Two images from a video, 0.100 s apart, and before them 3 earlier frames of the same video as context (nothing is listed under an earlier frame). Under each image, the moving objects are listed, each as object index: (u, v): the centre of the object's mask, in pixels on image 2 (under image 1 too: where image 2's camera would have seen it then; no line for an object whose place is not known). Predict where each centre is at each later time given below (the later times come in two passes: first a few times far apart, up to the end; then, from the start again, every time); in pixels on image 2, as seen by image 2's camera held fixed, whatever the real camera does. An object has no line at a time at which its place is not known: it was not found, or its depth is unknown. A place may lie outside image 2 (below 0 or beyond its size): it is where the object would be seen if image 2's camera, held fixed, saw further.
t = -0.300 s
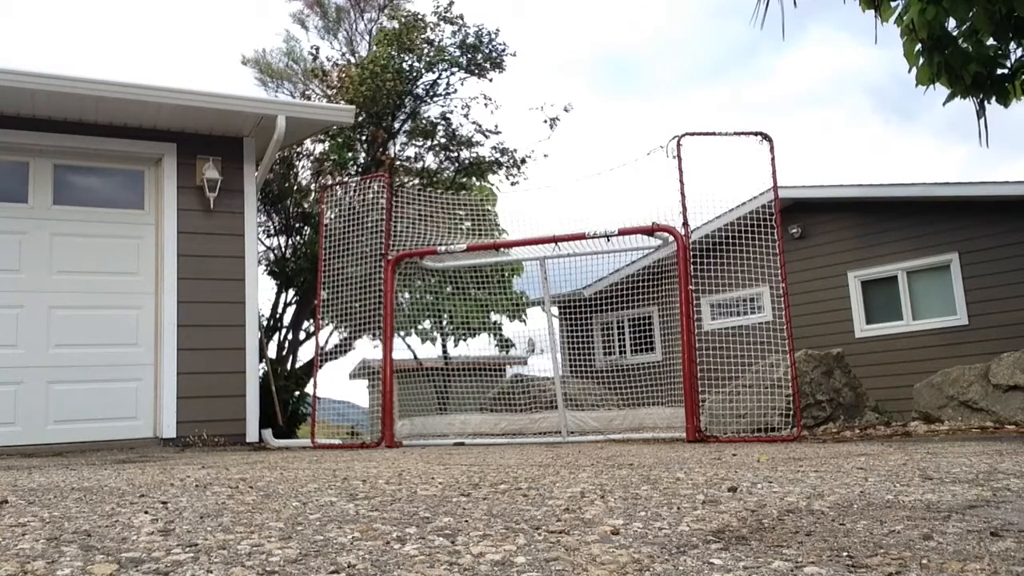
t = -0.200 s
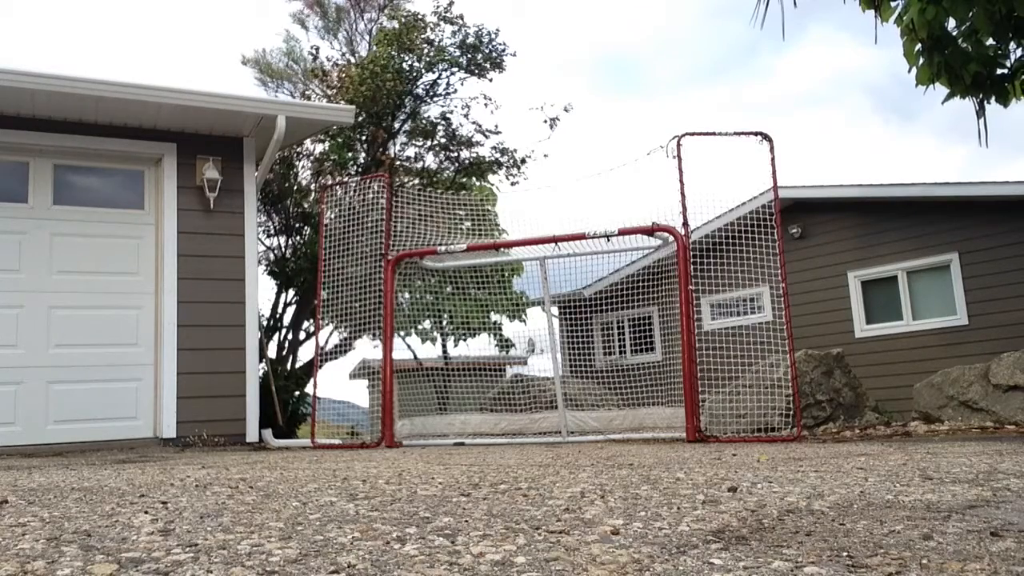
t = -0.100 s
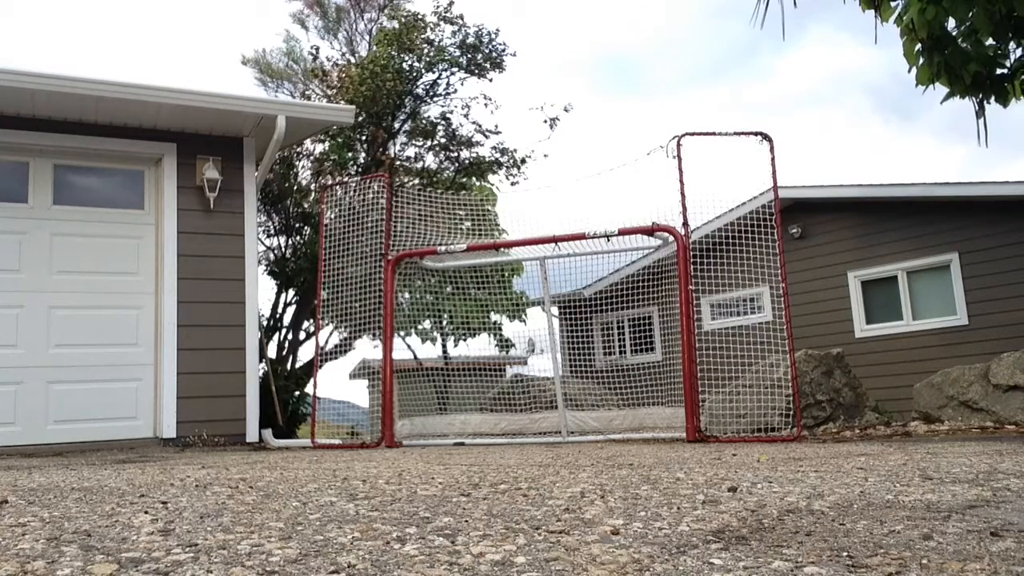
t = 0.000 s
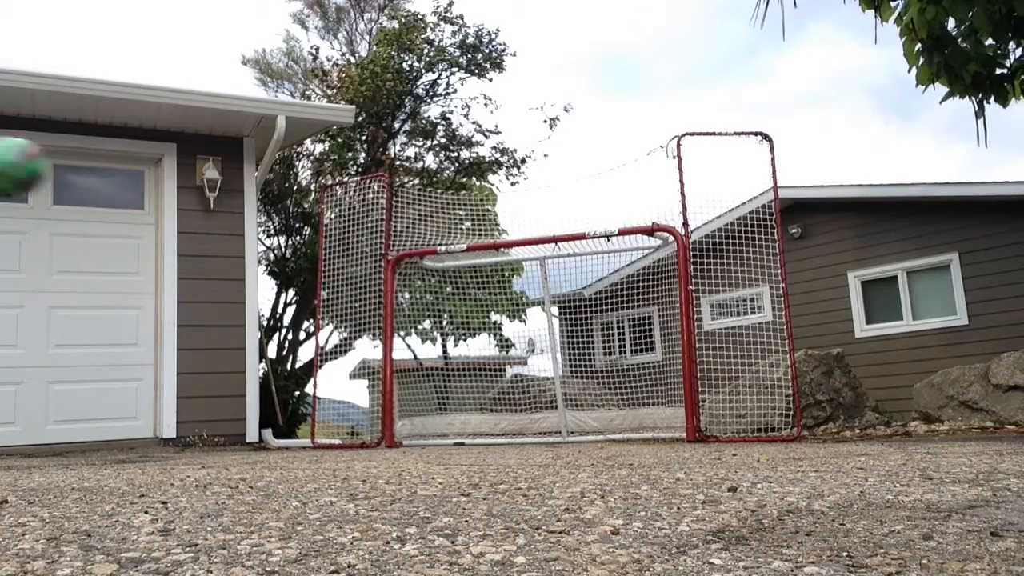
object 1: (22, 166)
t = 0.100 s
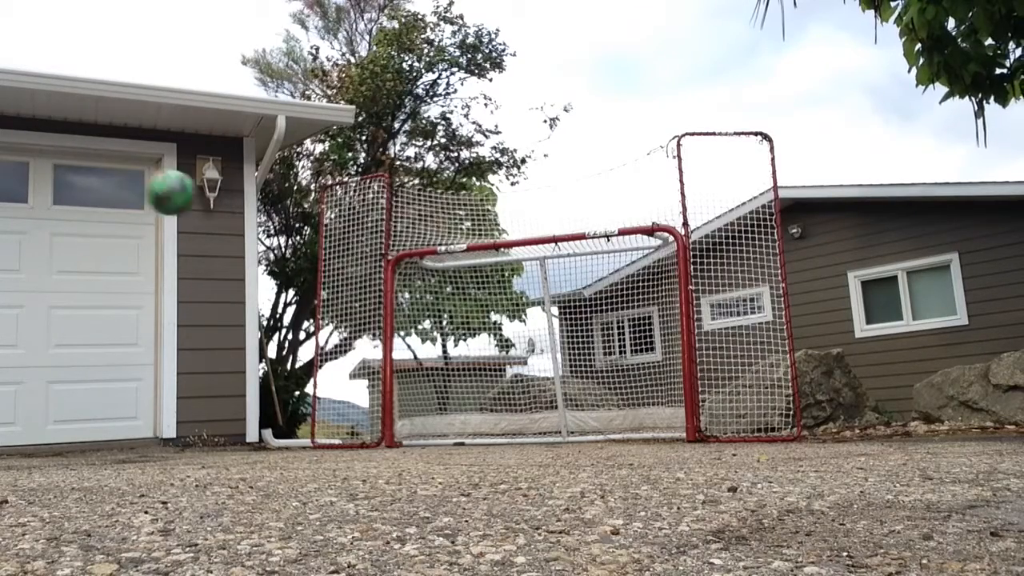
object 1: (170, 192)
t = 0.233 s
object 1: (293, 230)
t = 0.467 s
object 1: (388, 282)
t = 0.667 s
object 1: (434, 374)
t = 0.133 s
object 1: (208, 200)
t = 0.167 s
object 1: (239, 210)
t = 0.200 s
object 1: (268, 221)
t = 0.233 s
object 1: (293, 230)
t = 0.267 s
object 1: (313, 241)
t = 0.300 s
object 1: (331, 252)
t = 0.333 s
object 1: (345, 255)
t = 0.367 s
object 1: (361, 262)
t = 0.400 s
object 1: (375, 268)
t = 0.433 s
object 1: (382, 275)
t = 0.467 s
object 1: (388, 282)
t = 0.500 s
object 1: (395, 292)
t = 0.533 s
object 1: (403, 304)
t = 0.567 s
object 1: (411, 318)
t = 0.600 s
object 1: (418, 335)
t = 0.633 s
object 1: (427, 354)
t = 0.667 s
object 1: (434, 374)
